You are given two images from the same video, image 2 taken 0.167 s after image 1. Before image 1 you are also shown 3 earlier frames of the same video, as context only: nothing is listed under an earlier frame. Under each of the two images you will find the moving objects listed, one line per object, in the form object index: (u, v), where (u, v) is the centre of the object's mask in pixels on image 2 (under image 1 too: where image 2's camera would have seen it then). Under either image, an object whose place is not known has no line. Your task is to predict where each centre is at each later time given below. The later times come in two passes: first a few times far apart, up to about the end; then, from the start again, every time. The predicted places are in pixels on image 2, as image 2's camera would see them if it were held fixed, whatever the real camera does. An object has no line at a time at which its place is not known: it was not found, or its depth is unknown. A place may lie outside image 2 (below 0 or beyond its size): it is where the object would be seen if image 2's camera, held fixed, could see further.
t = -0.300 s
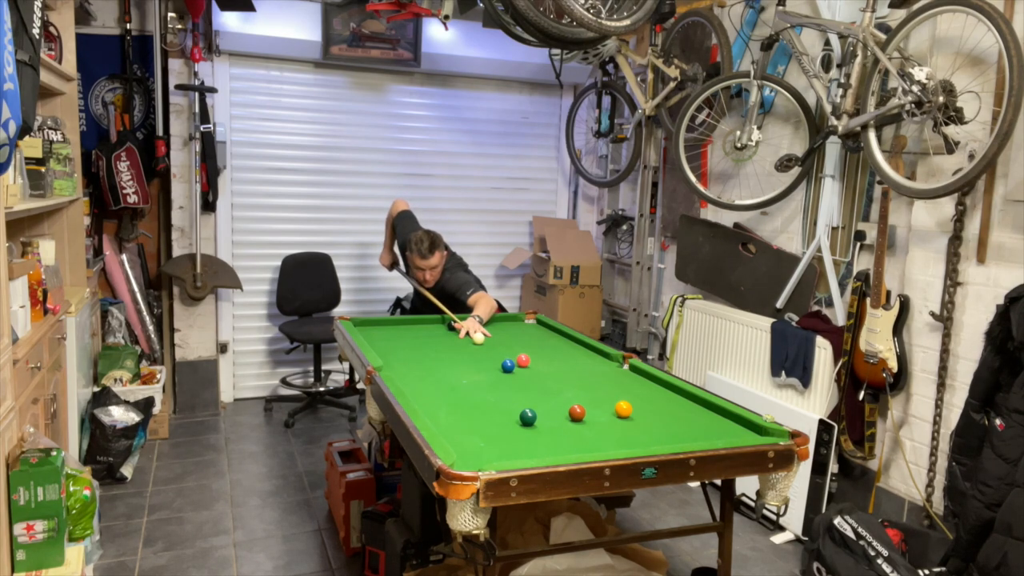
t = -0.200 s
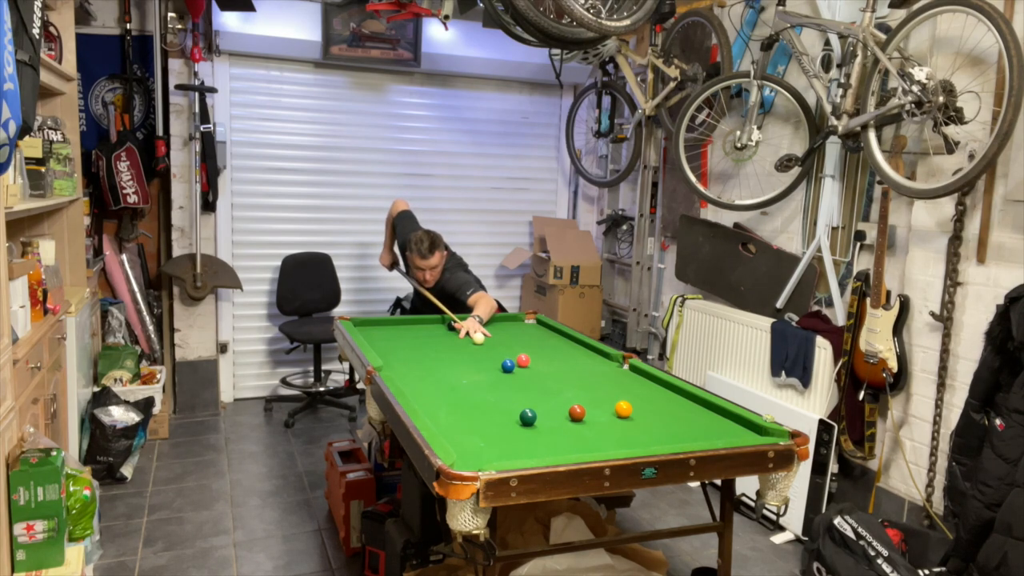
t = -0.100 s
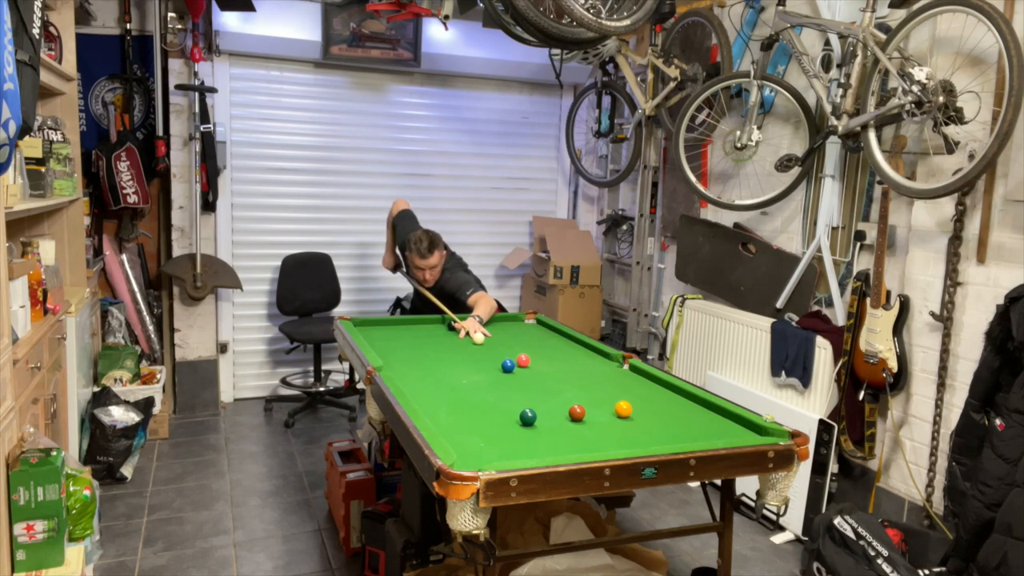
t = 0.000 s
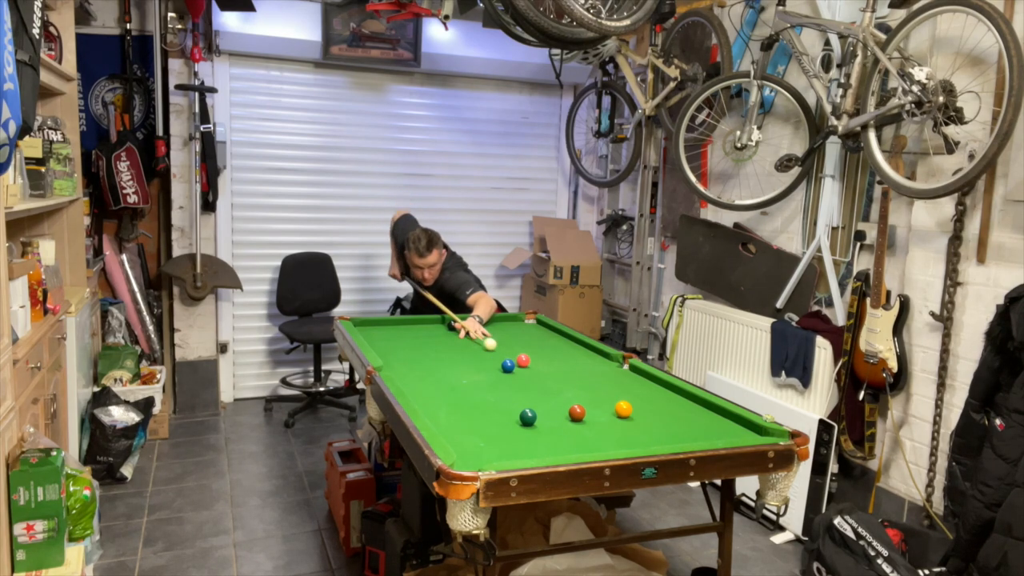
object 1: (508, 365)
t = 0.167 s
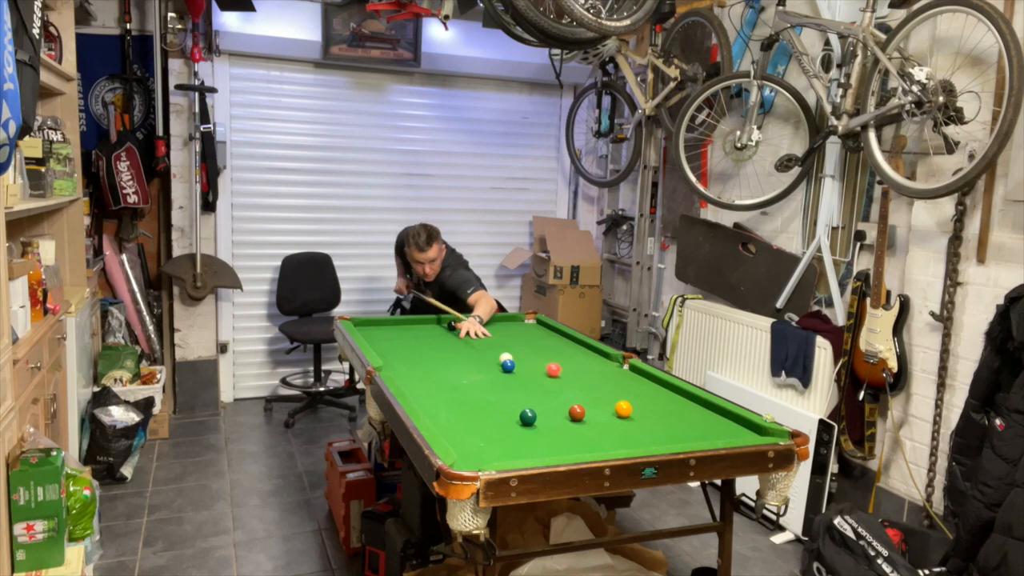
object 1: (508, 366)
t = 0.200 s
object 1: (508, 366)
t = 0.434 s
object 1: (513, 368)
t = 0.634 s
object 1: (518, 371)
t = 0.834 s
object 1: (523, 373)
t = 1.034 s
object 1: (527, 375)
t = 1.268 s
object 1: (532, 377)
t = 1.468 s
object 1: (534, 378)
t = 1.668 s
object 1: (537, 379)
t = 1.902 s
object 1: (538, 379)
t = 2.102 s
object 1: (538, 379)
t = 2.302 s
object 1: (539, 379)
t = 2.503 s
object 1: (538, 379)
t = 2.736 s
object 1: (538, 379)
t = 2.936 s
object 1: (538, 379)
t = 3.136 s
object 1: (539, 379)
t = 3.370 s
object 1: (538, 379)
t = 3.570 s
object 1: (538, 379)
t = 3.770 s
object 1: (539, 379)
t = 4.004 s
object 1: (538, 379)
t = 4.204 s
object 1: (538, 379)
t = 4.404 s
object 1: (538, 379)
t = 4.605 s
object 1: (538, 379)
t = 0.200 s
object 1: (508, 366)
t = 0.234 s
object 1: (508, 366)
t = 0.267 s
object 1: (509, 366)
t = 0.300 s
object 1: (509, 366)
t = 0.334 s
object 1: (510, 367)
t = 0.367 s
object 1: (511, 367)
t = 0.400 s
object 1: (512, 368)
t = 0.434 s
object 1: (513, 368)
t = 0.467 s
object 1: (514, 369)
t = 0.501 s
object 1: (515, 369)
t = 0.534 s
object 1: (516, 369)
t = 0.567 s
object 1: (516, 370)
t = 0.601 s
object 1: (517, 371)
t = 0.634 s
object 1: (518, 371)
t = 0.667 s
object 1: (519, 371)
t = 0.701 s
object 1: (520, 372)
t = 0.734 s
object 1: (521, 372)
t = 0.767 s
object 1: (521, 372)
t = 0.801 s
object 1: (522, 373)
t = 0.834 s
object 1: (523, 373)
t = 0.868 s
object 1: (524, 374)
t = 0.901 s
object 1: (525, 374)
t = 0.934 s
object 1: (525, 374)
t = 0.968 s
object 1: (526, 375)
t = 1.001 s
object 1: (527, 375)
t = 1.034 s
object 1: (527, 375)
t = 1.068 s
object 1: (528, 375)
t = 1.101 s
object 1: (529, 376)
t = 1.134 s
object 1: (529, 376)
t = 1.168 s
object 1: (530, 376)
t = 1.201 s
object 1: (530, 377)
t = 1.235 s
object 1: (531, 377)
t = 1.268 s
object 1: (532, 377)
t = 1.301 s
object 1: (532, 377)
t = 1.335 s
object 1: (533, 377)
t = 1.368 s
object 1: (533, 378)
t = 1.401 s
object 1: (534, 378)
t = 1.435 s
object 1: (534, 378)
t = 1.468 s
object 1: (534, 378)
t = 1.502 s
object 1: (535, 378)
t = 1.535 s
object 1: (535, 378)
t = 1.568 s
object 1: (536, 378)
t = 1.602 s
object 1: (536, 378)
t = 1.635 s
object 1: (536, 379)
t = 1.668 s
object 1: (537, 379)
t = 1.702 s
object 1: (537, 379)
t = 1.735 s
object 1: (537, 379)
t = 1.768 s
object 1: (537, 379)
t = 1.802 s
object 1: (538, 379)
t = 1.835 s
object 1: (538, 379)
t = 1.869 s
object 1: (538, 379)
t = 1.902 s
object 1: (538, 379)
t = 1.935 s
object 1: (538, 379)
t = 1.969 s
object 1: (538, 379)
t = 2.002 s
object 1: (539, 379)
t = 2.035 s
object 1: (539, 379)
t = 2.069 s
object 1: (539, 379)
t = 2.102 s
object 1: (538, 379)
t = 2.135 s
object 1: (538, 379)
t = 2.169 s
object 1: (539, 379)
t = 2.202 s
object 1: (539, 379)
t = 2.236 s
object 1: (538, 379)
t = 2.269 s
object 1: (539, 379)
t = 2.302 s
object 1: (539, 379)
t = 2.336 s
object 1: (538, 379)
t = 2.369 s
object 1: (538, 379)
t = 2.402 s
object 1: (538, 379)
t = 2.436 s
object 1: (538, 379)
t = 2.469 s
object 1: (539, 379)
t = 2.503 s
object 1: (538, 379)
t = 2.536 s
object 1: (539, 379)
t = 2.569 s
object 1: (538, 379)
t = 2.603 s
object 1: (539, 379)
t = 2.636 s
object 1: (538, 379)
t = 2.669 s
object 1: (539, 379)
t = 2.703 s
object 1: (539, 379)
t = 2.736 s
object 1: (538, 379)
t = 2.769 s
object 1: (538, 379)
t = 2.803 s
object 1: (538, 379)
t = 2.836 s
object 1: (539, 379)
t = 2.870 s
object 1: (538, 379)
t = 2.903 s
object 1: (538, 379)
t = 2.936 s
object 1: (538, 379)
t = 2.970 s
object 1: (539, 379)
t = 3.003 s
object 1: (538, 379)
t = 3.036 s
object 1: (538, 379)
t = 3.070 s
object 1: (538, 379)
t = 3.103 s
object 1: (539, 379)
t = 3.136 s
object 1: (539, 379)
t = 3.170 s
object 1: (538, 379)
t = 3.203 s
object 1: (538, 379)
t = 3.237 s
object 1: (538, 379)
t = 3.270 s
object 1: (538, 379)
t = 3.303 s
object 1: (539, 379)
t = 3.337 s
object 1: (538, 379)
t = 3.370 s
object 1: (538, 379)
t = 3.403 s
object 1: (539, 379)
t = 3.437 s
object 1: (538, 379)
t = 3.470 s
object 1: (539, 379)
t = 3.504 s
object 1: (538, 379)
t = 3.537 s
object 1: (538, 379)
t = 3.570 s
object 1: (538, 379)
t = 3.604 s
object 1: (539, 379)
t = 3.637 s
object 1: (538, 379)
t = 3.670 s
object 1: (539, 379)
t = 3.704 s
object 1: (538, 379)
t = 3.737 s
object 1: (539, 379)
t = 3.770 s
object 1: (539, 379)
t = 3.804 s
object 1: (539, 379)
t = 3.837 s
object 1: (538, 379)
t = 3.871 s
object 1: (538, 379)
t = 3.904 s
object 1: (539, 379)
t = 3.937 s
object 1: (539, 379)
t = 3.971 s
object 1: (538, 379)
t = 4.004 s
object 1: (538, 379)
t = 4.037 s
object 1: (539, 379)
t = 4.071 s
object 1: (539, 379)
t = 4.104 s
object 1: (538, 379)
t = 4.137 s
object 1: (538, 379)
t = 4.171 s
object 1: (539, 379)
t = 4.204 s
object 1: (538, 379)
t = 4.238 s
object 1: (539, 379)
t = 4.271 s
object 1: (539, 379)
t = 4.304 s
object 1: (538, 379)
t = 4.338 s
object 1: (538, 379)
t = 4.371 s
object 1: (539, 379)
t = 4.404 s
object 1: (538, 379)
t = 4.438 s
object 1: (539, 379)
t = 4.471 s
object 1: (538, 379)
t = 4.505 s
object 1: (539, 379)
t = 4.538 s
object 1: (538, 379)
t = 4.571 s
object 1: (538, 379)
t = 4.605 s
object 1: (538, 379)
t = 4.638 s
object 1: (538, 379)
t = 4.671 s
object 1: (539, 379)
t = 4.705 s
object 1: (538, 379)
